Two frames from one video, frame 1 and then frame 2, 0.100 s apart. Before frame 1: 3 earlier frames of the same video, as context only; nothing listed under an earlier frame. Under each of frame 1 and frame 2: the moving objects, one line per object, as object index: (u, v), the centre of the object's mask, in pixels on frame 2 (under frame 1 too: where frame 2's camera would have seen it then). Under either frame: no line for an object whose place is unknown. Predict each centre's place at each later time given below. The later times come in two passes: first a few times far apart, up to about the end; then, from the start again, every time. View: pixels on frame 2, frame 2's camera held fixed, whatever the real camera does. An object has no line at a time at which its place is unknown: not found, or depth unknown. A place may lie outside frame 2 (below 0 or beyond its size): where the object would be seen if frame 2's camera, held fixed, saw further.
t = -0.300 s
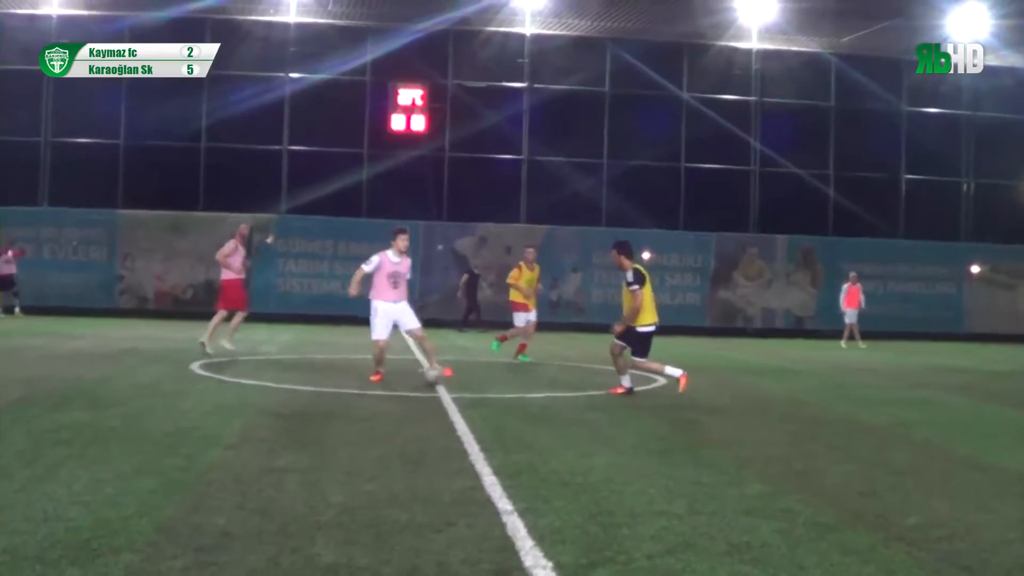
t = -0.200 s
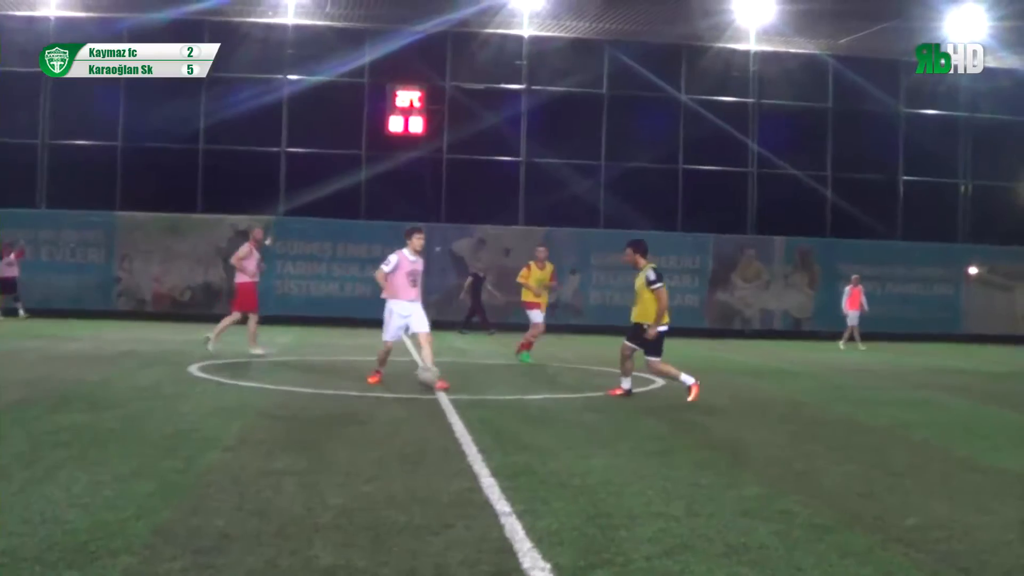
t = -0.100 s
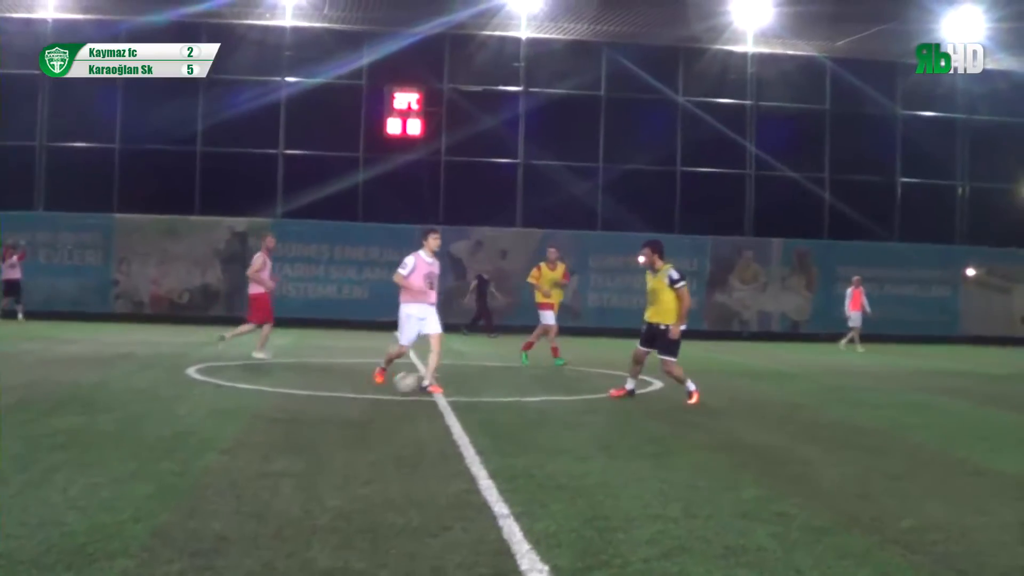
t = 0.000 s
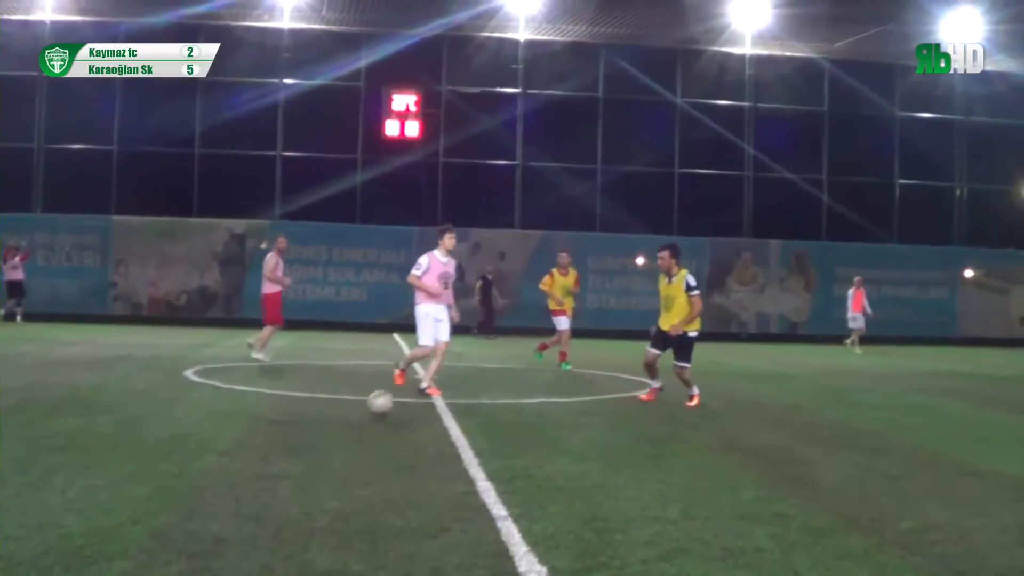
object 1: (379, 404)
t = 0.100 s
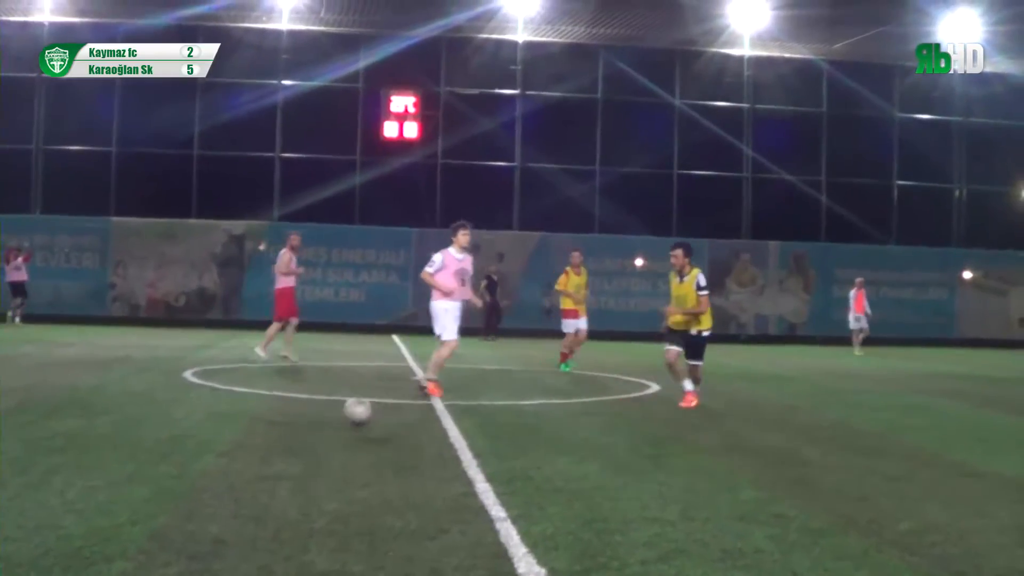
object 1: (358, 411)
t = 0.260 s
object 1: (322, 431)
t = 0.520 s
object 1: (262, 466)
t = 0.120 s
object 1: (354, 411)
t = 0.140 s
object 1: (350, 412)
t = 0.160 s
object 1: (345, 413)
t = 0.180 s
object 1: (341, 415)
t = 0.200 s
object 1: (337, 418)
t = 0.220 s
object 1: (332, 421)
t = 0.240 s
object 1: (327, 426)
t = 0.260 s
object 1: (322, 431)
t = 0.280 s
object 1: (316, 438)
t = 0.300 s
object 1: (311, 444)
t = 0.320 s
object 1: (306, 446)
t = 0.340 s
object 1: (302, 444)
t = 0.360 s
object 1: (299, 444)
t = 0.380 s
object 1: (294, 444)
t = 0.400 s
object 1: (290, 445)
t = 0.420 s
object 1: (285, 447)
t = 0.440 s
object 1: (281, 450)
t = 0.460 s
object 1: (276, 452)
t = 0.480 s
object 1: (271, 456)
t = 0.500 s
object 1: (266, 461)
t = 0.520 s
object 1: (262, 466)
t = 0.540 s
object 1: (256, 473)
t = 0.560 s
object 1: (251, 480)
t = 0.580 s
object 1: (245, 482)
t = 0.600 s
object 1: (239, 482)
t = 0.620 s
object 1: (234, 483)
